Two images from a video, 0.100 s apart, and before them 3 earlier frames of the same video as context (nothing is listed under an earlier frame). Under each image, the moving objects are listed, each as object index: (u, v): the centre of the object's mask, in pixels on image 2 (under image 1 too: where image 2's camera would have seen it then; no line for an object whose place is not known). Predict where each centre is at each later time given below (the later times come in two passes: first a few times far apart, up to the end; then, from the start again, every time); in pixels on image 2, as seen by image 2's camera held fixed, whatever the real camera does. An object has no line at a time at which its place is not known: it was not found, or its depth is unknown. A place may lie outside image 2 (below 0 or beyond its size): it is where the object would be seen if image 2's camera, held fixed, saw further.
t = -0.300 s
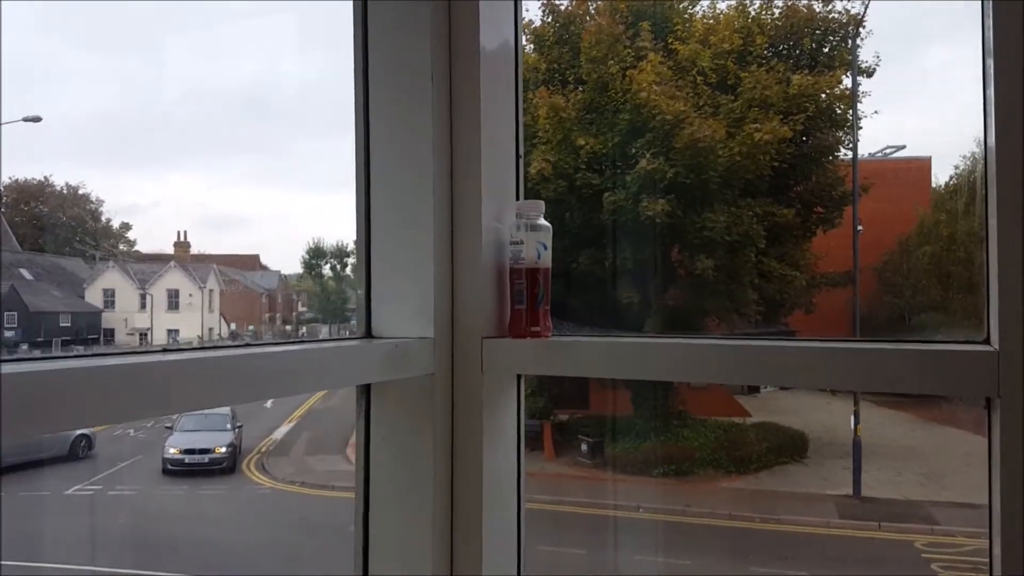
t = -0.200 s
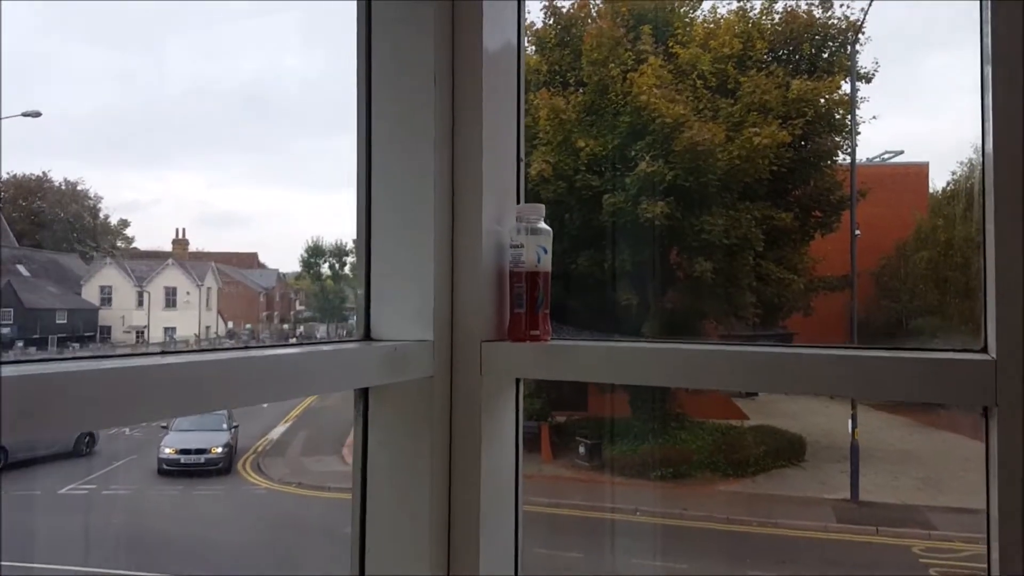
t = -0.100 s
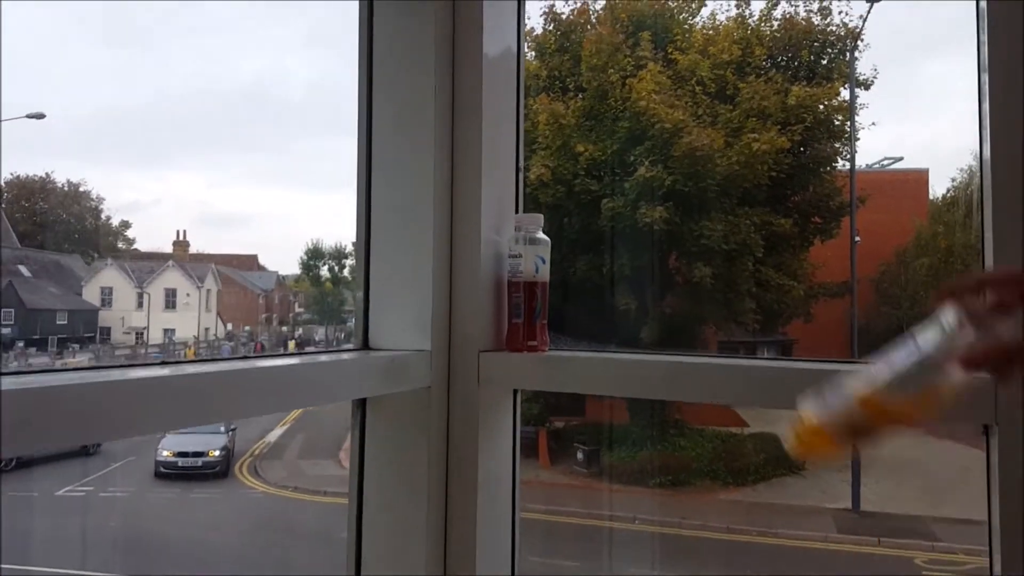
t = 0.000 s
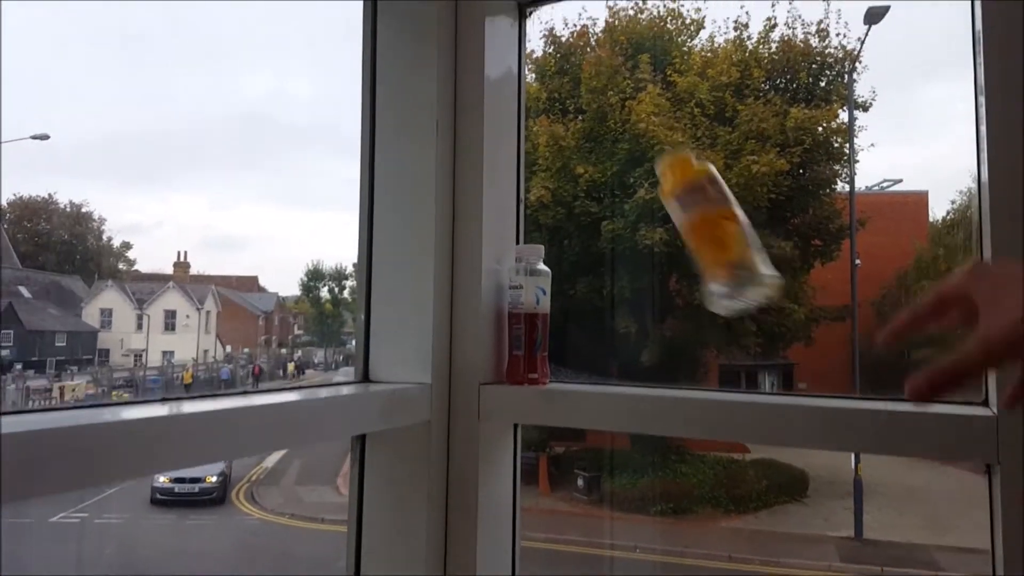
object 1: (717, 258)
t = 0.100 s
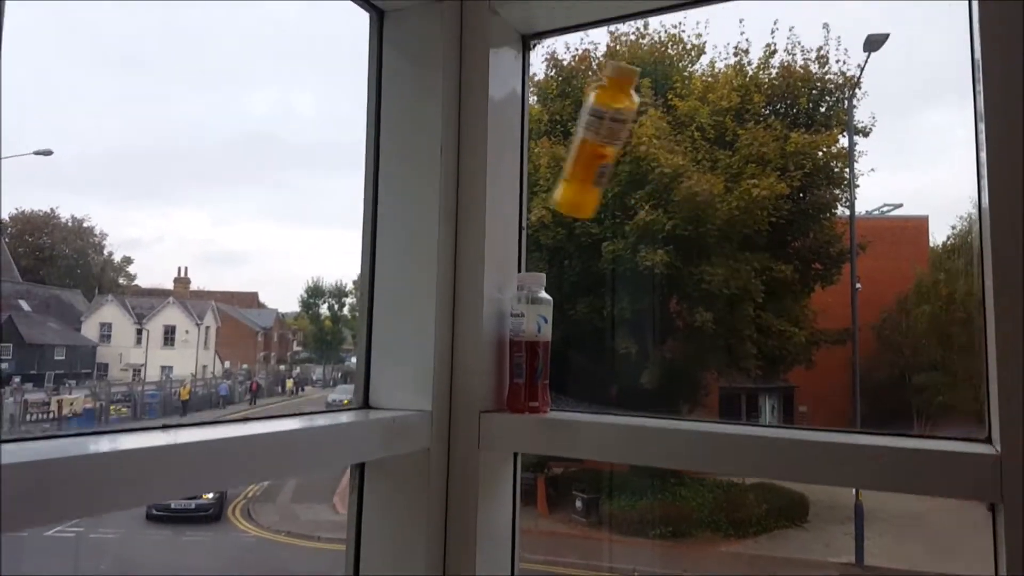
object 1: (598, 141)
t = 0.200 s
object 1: (548, 137)
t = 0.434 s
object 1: (555, 230)
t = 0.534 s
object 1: (583, 252)
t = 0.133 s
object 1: (570, 134)
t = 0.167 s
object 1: (553, 136)
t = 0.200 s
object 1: (548, 137)
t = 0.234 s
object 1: (544, 147)
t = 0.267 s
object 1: (535, 159)
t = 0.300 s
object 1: (540, 175)
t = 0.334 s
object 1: (541, 199)
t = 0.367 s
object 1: (543, 227)
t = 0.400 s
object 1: (550, 228)
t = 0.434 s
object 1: (555, 230)
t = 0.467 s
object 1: (560, 235)
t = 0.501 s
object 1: (570, 240)
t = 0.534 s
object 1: (583, 252)
